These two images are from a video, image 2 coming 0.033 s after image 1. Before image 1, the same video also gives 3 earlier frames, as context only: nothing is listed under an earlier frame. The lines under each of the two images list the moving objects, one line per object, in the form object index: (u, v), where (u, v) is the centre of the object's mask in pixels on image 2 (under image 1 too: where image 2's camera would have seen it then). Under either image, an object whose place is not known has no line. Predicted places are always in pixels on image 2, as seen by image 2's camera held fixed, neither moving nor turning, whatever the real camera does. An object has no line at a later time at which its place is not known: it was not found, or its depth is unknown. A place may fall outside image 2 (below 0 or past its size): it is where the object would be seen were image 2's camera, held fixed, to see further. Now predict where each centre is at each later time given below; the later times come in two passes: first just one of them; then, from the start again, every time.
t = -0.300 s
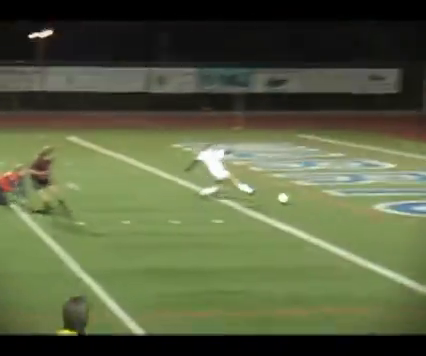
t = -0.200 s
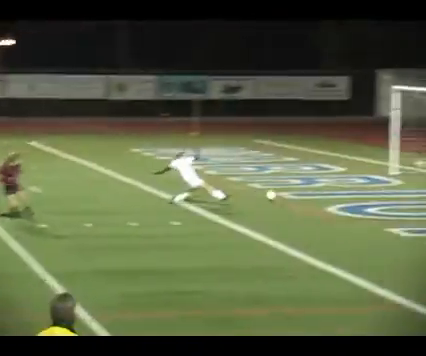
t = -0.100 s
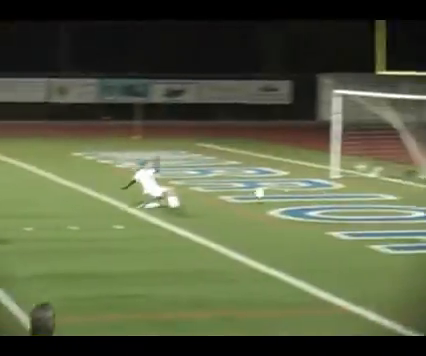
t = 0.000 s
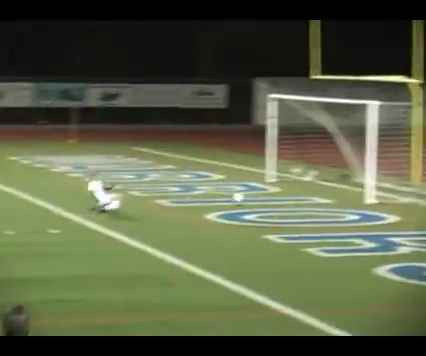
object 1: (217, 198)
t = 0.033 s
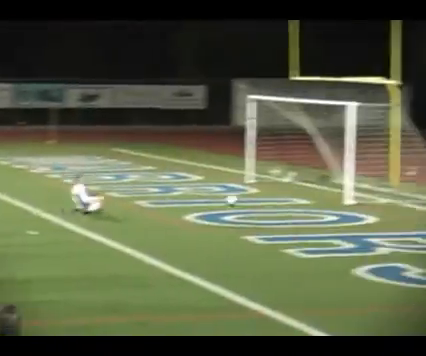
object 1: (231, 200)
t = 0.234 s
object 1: (301, 192)
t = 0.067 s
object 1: (244, 200)
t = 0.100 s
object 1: (256, 198)
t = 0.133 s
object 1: (268, 196)
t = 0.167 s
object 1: (279, 194)
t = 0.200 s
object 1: (290, 193)
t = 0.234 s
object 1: (301, 192)
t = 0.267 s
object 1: (312, 192)
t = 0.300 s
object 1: (322, 192)
